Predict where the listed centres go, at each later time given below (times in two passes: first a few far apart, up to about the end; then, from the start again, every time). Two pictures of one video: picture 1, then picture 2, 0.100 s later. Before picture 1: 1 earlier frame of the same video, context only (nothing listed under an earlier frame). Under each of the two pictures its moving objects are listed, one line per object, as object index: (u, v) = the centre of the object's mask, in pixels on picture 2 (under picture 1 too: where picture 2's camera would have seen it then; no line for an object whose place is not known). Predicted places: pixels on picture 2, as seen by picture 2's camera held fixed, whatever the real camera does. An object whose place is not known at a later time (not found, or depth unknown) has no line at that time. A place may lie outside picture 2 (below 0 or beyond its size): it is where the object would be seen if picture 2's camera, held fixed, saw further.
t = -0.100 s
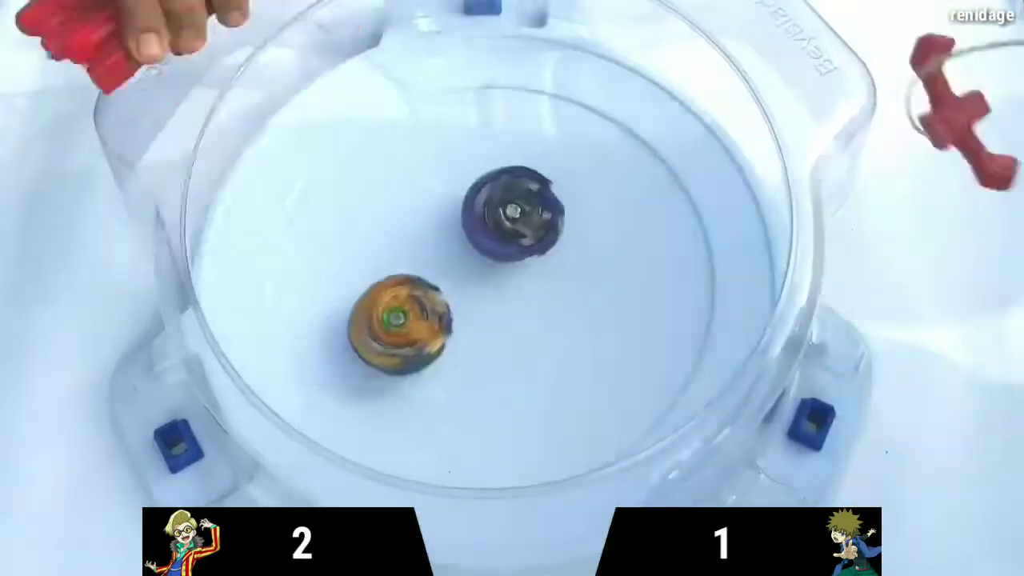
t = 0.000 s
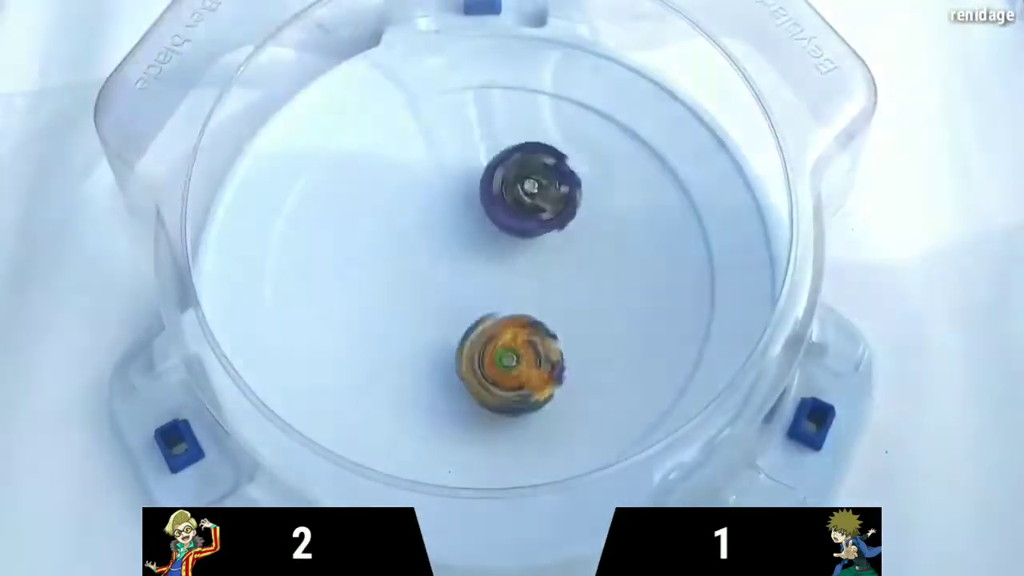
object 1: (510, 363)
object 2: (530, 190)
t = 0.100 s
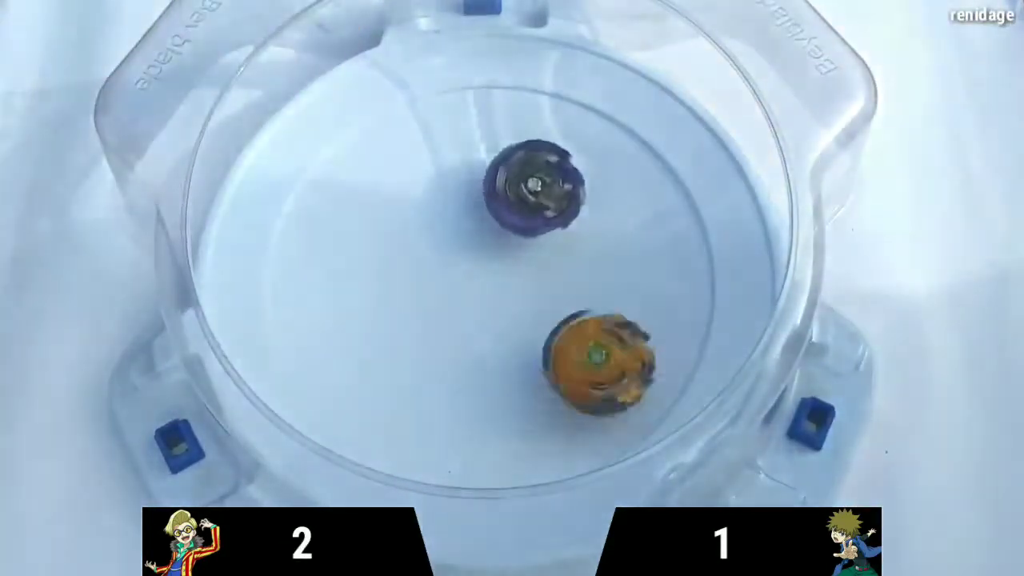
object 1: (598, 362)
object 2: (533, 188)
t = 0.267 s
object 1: (633, 298)
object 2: (508, 199)
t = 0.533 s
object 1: (535, 244)
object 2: (508, 137)
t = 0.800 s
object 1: (515, 321)
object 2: (615, 274)
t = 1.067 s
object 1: (289, 352)
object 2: (504, 390)
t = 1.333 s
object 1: (429, 87)
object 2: (321, 226)
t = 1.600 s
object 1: (699, 296)
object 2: (522, 83)
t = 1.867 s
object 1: (310, 378)
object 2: (692, 328)
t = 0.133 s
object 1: (621, 354)
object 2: (530, 192)
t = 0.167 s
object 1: (637, 343)
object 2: (525, 196)
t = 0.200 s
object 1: (644, 331)
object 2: (519, 199)
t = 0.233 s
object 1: (641, 314)
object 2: (512, 200)
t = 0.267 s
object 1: (633, 298)
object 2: (508, 199)
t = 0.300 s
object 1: (621, 283)
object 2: (503, 199)
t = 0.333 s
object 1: (607, 270)
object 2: (499, 193)
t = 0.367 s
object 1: (573, 247)
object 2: (495, 181)
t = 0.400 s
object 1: (566, 242)
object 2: (492, 171)
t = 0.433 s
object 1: (557, 239)
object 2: (487, 160)
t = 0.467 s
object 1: (546, 238)
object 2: (489, 152)
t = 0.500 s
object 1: (539, 238)
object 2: (498, 144)
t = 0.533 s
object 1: (535, 244)
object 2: (508, 137)
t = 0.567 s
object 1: (529, 243)
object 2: (524, 135)
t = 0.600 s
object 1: (527, 248)
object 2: (543, 141)
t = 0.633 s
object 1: (526, 252)
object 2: (562, 156)
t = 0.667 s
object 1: (528, 259)
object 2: (580, 174)
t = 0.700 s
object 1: (528, 281)
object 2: (596, 191)
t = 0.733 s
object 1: (522, 294)
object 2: (604, 216)
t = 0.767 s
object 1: (521, 305)
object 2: (612, 245)
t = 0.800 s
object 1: (515, 321)
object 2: (615, 274)
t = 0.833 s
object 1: (502, 340)
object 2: (610, 302)
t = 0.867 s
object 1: (488, 357)
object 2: (603, 326)
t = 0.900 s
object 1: (470, 370)
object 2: (585, 348)
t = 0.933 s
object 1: (440, 383)
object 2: (573, 365)
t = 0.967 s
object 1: (397, 389)
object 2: (566, 374)
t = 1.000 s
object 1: (356, 384)
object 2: (550, 381)
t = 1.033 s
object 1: (317, 372)
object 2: (530, 387)
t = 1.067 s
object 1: (289, 352)
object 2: (504, 390)
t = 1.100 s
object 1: (276, 323)
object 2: (475, 391)
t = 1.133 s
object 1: (282, 292)
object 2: (443, 386)
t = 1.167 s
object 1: (292, 256)
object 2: (411, 371)
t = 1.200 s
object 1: (308, 217)
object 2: (380, 352)
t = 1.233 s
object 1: (329, 177)
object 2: (354, 327)
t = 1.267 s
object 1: (357, 141)
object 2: (331, 297)
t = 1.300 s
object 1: (385, 106)
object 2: (322, 263)
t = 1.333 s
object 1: (429, 87)
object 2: (321, 226)
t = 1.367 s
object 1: (477, 85)
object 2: (330, 194)
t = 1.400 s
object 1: (529, 90)
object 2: (345, 164)
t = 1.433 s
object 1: (579, 100)
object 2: (365, 140)
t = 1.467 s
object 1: (622, 125)
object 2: (392, 120)
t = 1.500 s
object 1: (660, 160)
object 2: (419, 105)
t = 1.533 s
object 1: (685, 201)
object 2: (451, 91)
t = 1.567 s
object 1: (697, 249)
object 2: (484, 84)
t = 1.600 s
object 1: (699, 296)
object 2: (522, 83)
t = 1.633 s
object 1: (686, 344)
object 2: (557, 88)
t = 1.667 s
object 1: (653, 385)
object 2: (594, 100)
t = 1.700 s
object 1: (614, 423)
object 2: (627, 120)
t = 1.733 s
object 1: (565, 453)
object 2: (658, 150)
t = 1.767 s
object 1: (497, 465)
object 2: (681, 187)
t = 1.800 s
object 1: (427, 457)
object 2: (695, 230)
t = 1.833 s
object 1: (362, 429)
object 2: (698, 278)
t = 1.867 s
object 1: (310, 378)
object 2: (692, 328)
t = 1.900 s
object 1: (280, 316)
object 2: (669, 376)
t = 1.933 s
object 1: (278, 245)
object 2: (627, 411)
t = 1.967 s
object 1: (304, 178)
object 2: (578, 445)
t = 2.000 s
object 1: (354, 124)
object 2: (523, 460)
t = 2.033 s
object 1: (421, 86)
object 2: (466, 465)
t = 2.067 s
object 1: (490, 54)
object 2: (413, 453)
